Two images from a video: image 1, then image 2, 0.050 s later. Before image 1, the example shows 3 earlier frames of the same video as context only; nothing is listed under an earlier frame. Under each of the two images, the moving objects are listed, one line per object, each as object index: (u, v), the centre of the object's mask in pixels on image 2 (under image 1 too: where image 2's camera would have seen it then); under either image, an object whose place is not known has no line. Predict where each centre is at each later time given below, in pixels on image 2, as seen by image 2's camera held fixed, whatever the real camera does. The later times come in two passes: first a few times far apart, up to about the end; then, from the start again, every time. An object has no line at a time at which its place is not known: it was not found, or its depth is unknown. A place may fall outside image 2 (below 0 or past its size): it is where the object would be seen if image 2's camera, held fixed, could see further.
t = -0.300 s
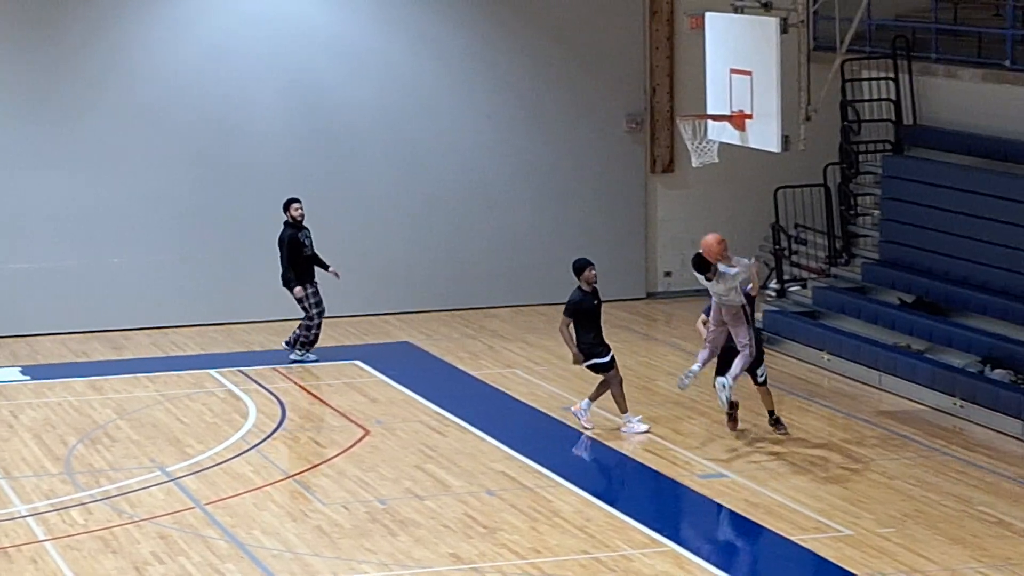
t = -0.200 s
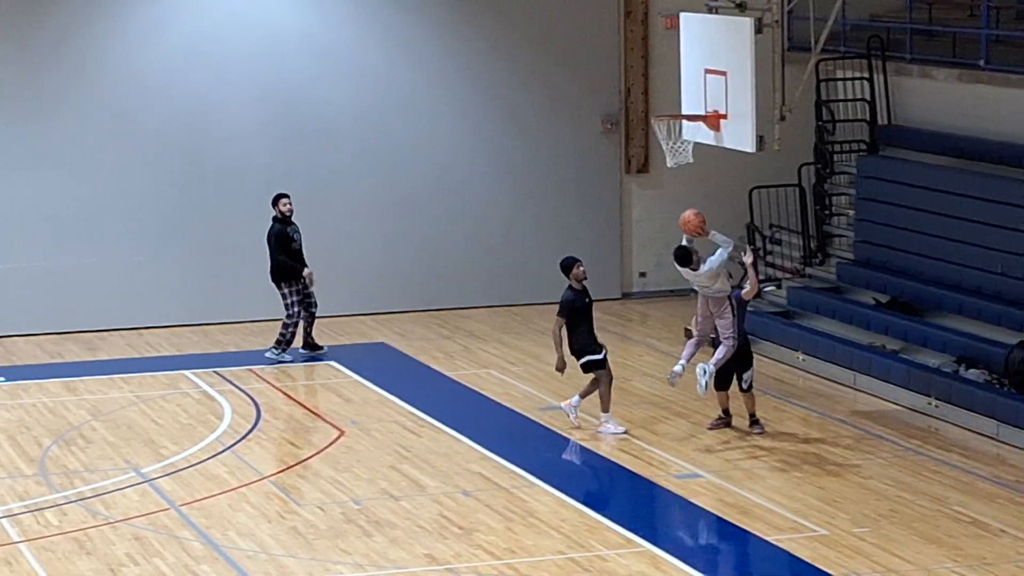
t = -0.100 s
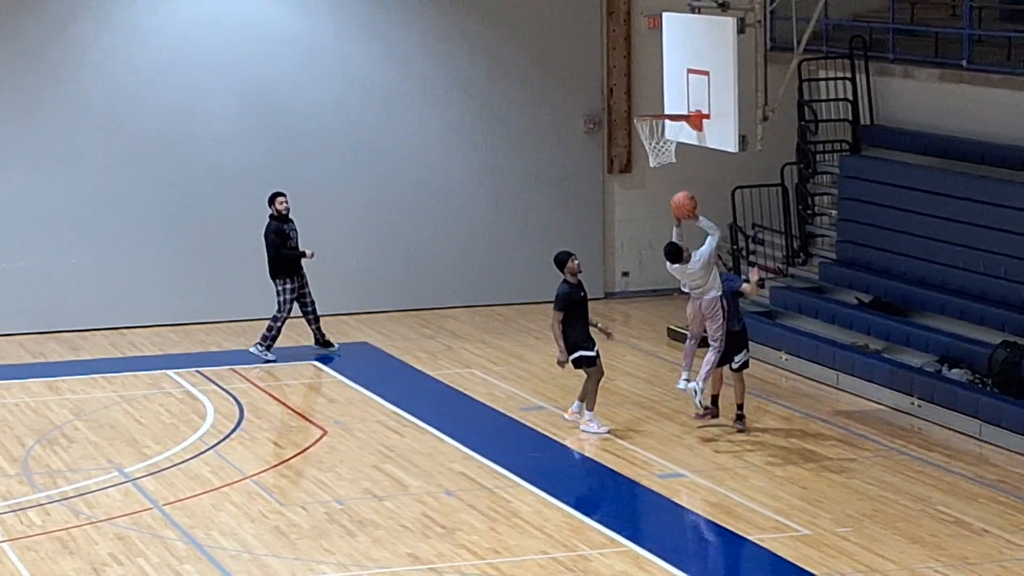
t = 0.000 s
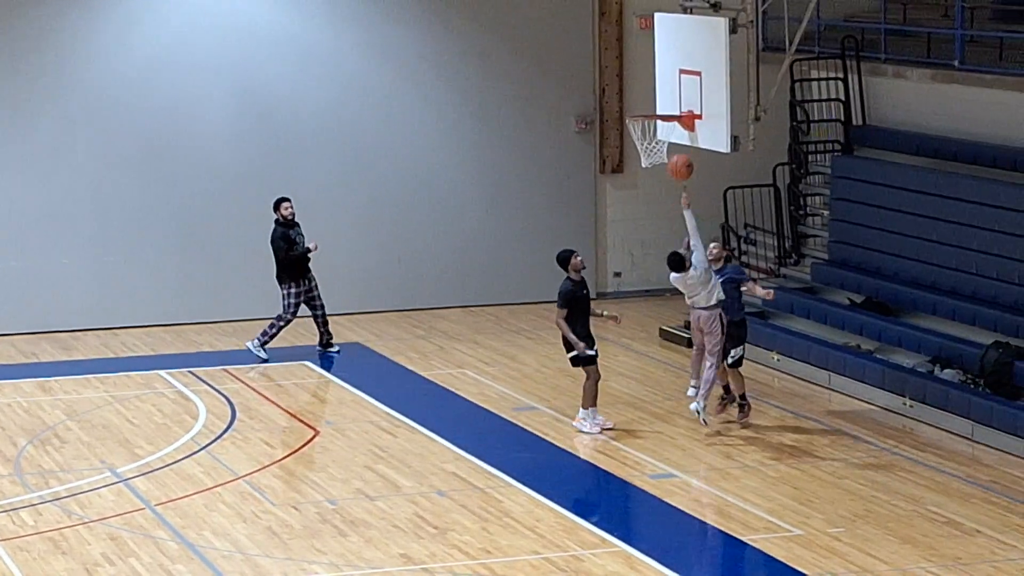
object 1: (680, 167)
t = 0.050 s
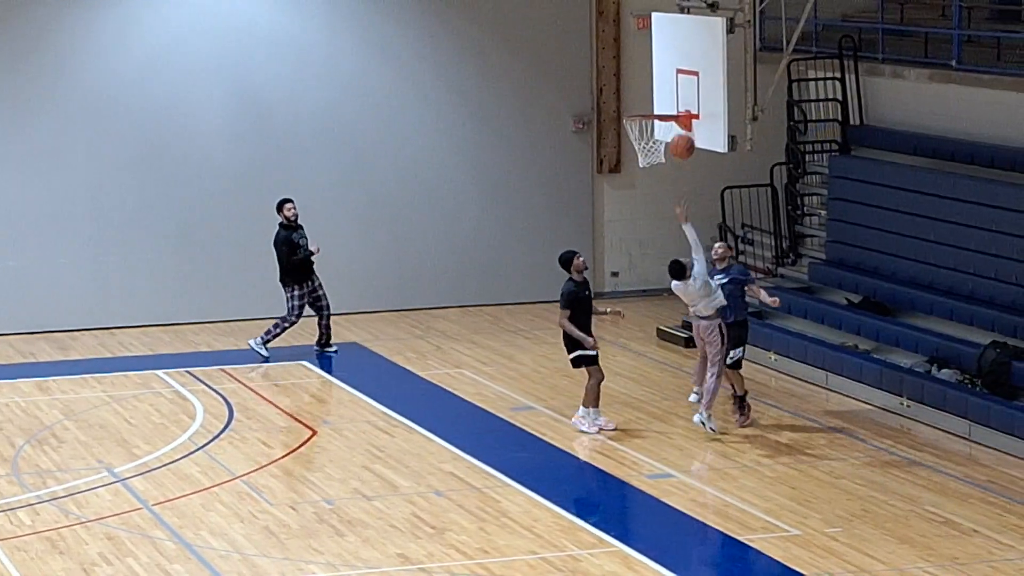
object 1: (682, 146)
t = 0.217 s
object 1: (683, 102)
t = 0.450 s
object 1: (636, 109)
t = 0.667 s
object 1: (629, 136)
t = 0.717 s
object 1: (633, 156)
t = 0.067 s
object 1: (684, 140)
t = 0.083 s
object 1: (685, 134)
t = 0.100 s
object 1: (685, 127)
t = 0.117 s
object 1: (686, 123)
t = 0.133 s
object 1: (687, 118)
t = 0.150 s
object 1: (686, 116)
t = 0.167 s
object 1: (688, 110)
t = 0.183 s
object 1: (690, 105)
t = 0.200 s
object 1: (688, 103)
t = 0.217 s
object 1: (683, 102)
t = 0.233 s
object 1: (680, 101)
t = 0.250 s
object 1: (677, 99)
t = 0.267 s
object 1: (674, 99)
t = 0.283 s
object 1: (670, 99)
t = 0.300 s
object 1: (666, 98)
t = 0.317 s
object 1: (664, 98)
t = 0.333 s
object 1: (660, 99)
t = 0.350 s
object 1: (657, 100)
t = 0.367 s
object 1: (653, 101)
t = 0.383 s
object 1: (649, 103)
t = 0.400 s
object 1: (646, 105)
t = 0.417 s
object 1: (643, 106)
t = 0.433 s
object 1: (639, 108)
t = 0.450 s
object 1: (636, 109)
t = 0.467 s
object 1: (636, 110)
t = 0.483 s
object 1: (634, 110)
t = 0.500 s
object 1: (633, 114)
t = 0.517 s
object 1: (633, 116)
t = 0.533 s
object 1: (630, 118)
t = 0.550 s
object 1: (630, 121)
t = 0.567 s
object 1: (629, 124)
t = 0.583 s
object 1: (628, 126)
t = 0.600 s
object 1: (627, 131)
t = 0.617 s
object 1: (628, 133)
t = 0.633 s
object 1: (627, 137)
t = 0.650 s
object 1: (629, 138)
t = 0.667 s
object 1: (629, 136)
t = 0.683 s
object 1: (629, 137)
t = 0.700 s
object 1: (636, 145)
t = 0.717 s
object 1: (633, 156)
